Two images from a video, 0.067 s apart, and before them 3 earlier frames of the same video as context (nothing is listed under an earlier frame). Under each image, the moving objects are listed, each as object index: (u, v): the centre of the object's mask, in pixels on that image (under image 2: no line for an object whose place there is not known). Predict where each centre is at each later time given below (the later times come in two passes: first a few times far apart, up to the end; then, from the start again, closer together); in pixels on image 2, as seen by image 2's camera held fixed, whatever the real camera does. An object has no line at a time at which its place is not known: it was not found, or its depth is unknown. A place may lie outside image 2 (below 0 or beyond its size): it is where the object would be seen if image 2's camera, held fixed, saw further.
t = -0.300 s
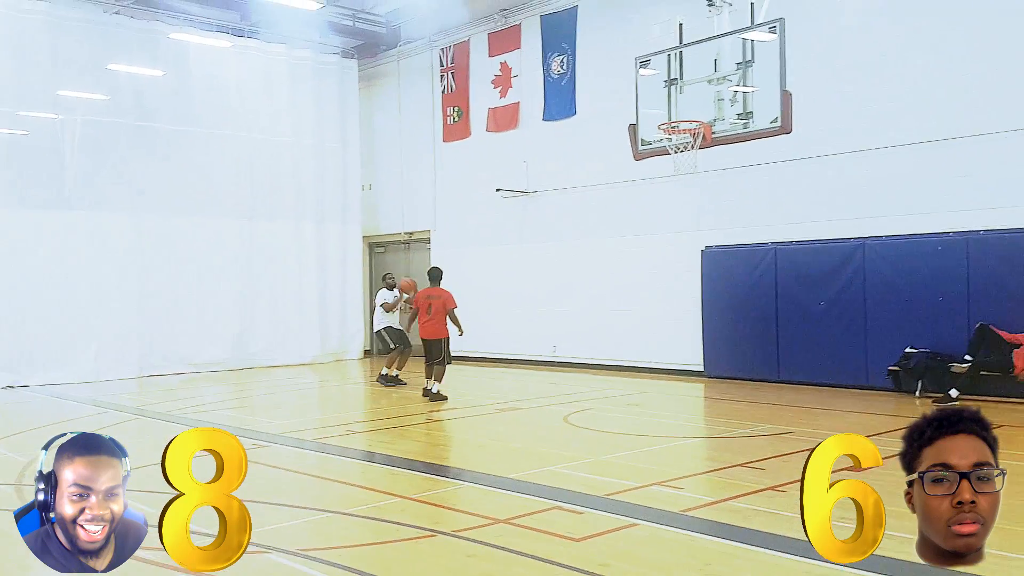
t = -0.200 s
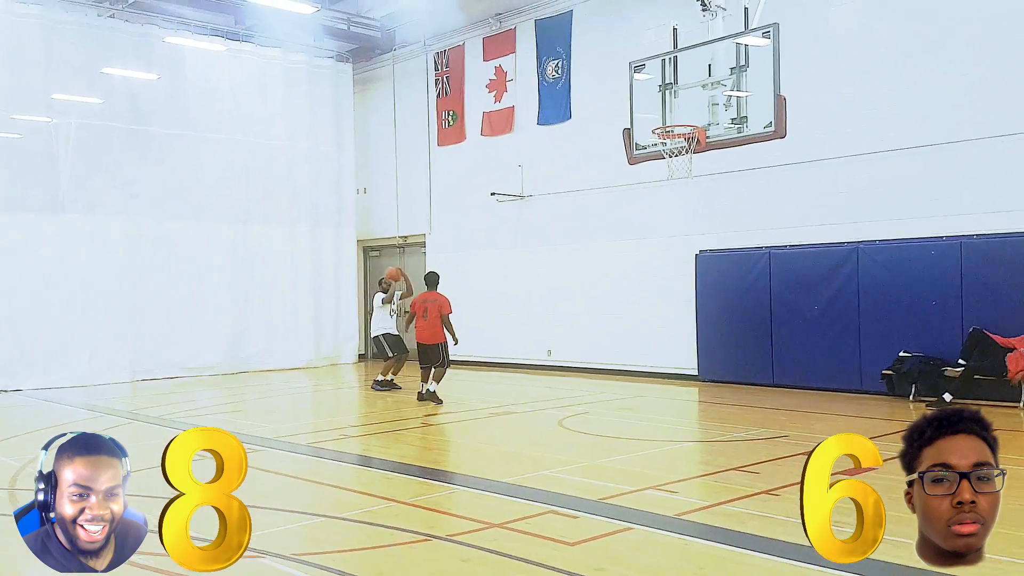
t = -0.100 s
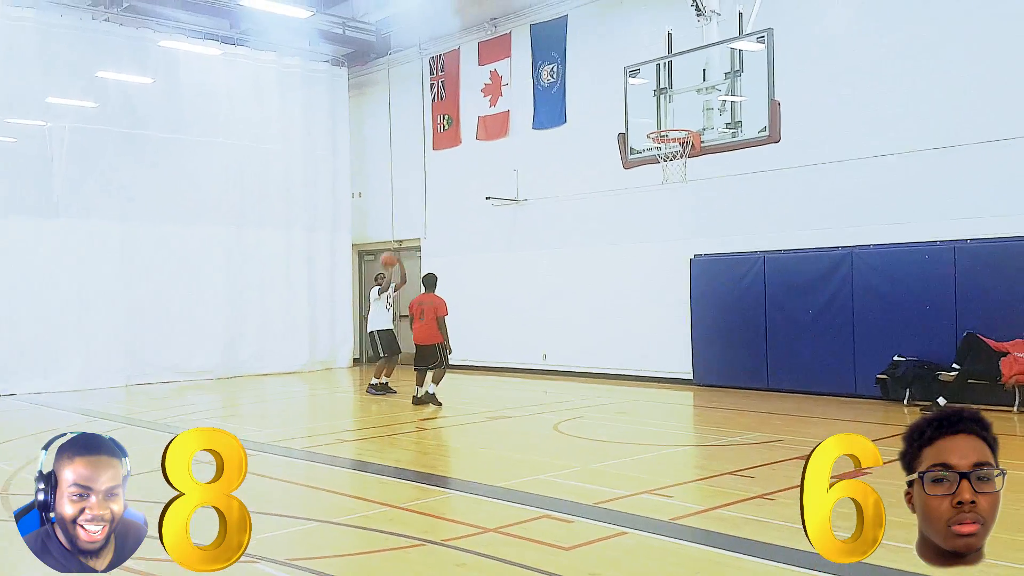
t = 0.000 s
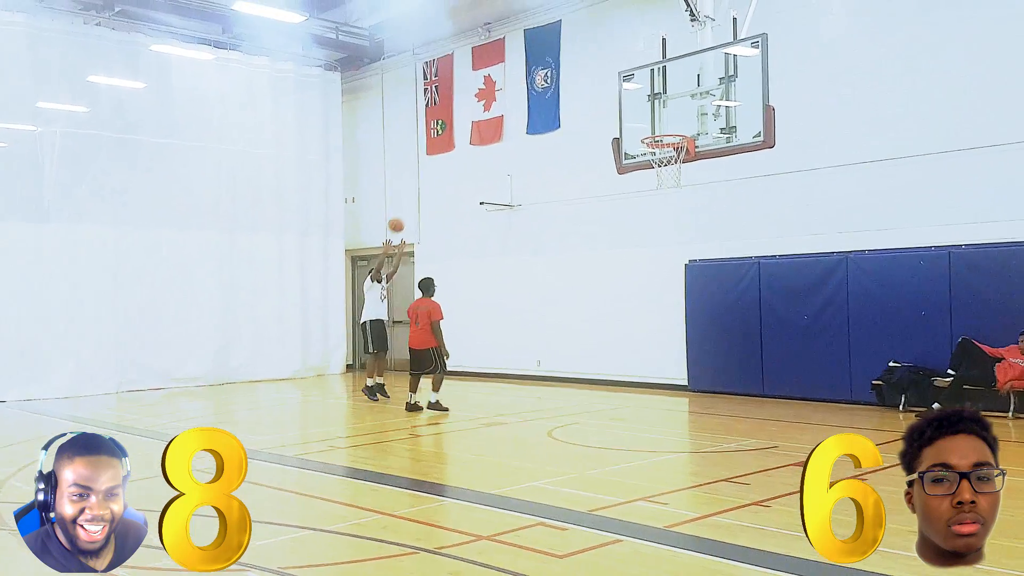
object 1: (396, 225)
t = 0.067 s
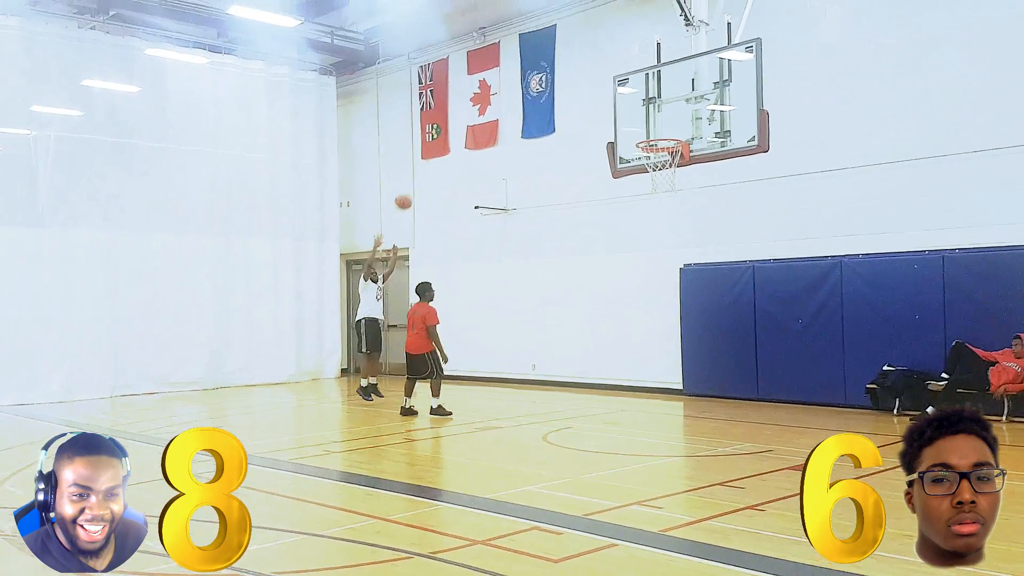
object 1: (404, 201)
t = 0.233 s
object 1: (436, 147)
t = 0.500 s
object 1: (496, 90)
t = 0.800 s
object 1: (574, 90)
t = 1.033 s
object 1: (637, 130)
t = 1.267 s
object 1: (642, 74)
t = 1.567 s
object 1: (649, 77)
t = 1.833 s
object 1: (656, 154)
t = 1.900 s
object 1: (658, 185)
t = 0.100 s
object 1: (409, 189)
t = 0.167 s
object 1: (422, 166)
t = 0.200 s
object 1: (429, 154)
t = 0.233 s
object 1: (436, 147)
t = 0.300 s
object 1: (449, 127)
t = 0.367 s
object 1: (465, 111)
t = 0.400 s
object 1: (472, 105)
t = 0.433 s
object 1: (480, 99)
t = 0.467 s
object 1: (487, 95)
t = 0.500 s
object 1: (496, 90)
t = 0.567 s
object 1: (512, 84)
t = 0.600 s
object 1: (520, 82)
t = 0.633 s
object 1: (529, 80)
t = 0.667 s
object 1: (538, 81)
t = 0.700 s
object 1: (547, 82)
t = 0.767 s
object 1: (564, 87)
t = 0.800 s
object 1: (574, 90)
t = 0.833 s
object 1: (583, 95)
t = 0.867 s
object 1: (593, 101)
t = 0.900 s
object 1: (603, 108)
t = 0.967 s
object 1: (624, 125)
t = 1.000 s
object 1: (634, 136)
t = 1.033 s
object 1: (637, 130)
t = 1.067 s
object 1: (638, 119)
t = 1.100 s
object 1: (638, 109)
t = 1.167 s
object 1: (640, 92)
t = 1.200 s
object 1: (640, 85)
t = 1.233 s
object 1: (641, 80)
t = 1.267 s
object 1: (642, 74)
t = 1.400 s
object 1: (645, 65)
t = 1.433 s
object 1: (645, 65)
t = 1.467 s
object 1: (646, 66)
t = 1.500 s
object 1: (647, 69)
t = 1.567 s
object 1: (649, 77)
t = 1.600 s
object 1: (650, 82)
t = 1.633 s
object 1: (650, 89)
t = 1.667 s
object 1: (651, 97)
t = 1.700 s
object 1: (652, 106)
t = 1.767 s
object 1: (654, 127)
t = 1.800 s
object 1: (655, 141)
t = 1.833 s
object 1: (656, 154)
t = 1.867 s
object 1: (657, 168)
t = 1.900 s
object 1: (658, 185)
